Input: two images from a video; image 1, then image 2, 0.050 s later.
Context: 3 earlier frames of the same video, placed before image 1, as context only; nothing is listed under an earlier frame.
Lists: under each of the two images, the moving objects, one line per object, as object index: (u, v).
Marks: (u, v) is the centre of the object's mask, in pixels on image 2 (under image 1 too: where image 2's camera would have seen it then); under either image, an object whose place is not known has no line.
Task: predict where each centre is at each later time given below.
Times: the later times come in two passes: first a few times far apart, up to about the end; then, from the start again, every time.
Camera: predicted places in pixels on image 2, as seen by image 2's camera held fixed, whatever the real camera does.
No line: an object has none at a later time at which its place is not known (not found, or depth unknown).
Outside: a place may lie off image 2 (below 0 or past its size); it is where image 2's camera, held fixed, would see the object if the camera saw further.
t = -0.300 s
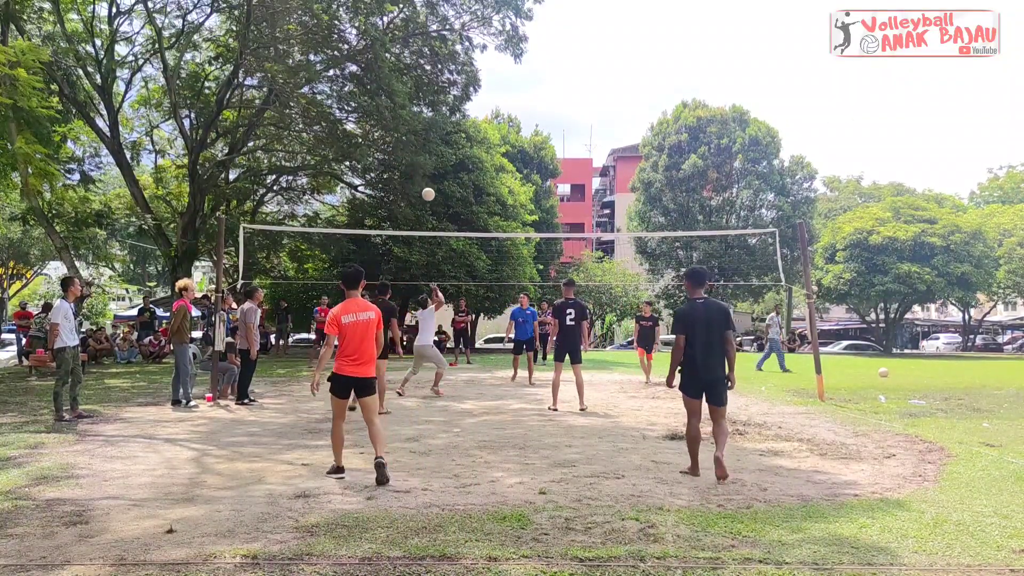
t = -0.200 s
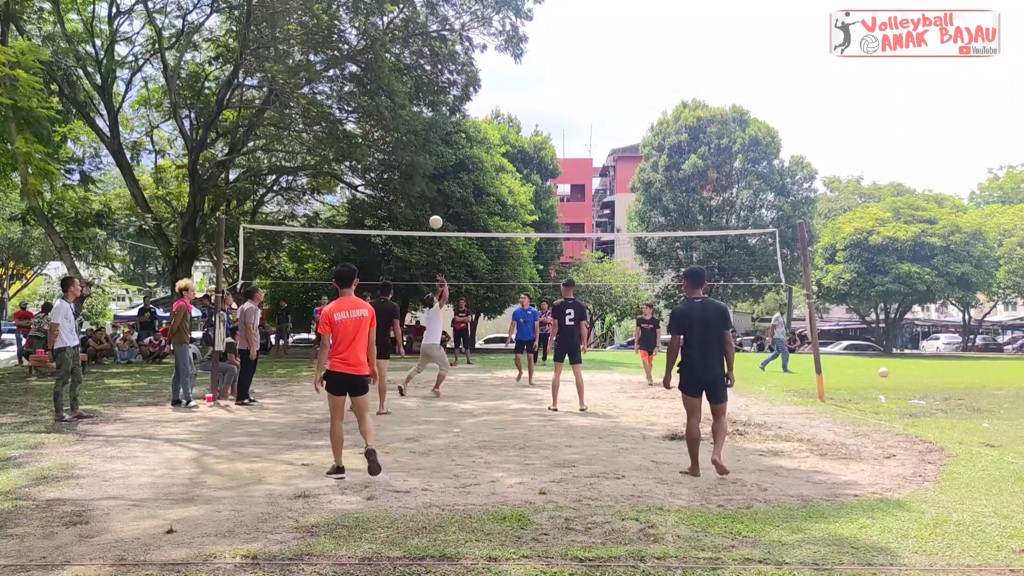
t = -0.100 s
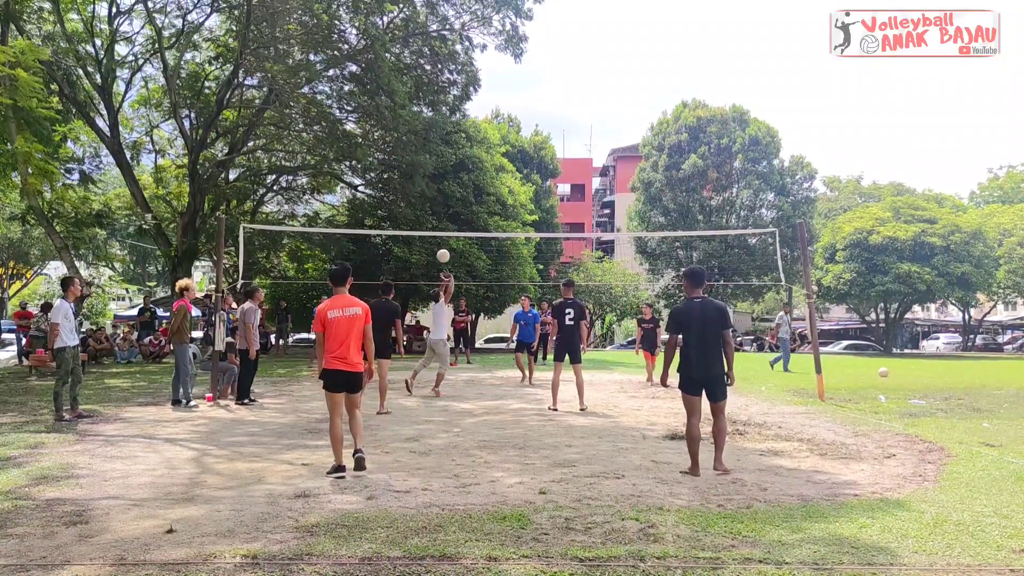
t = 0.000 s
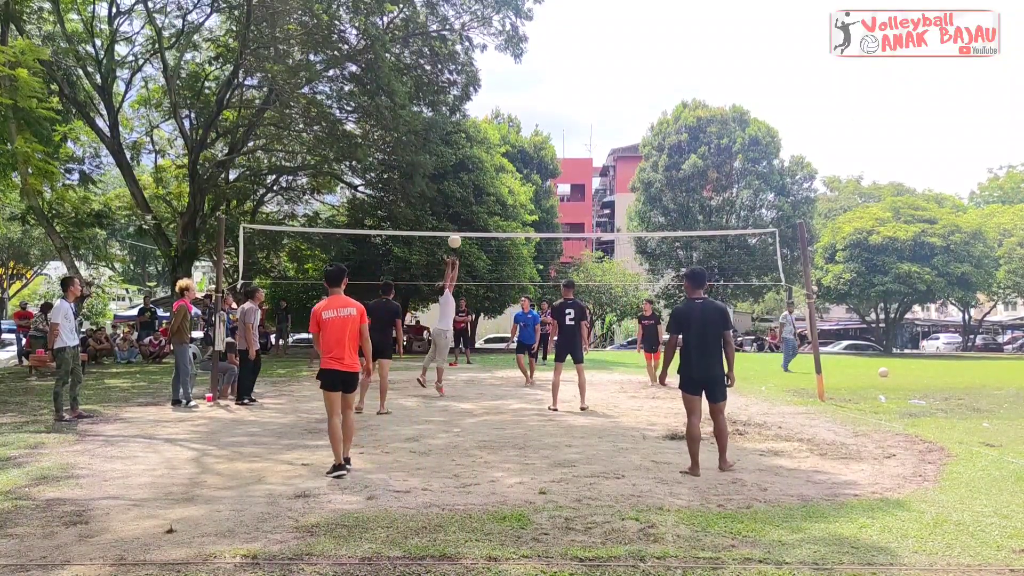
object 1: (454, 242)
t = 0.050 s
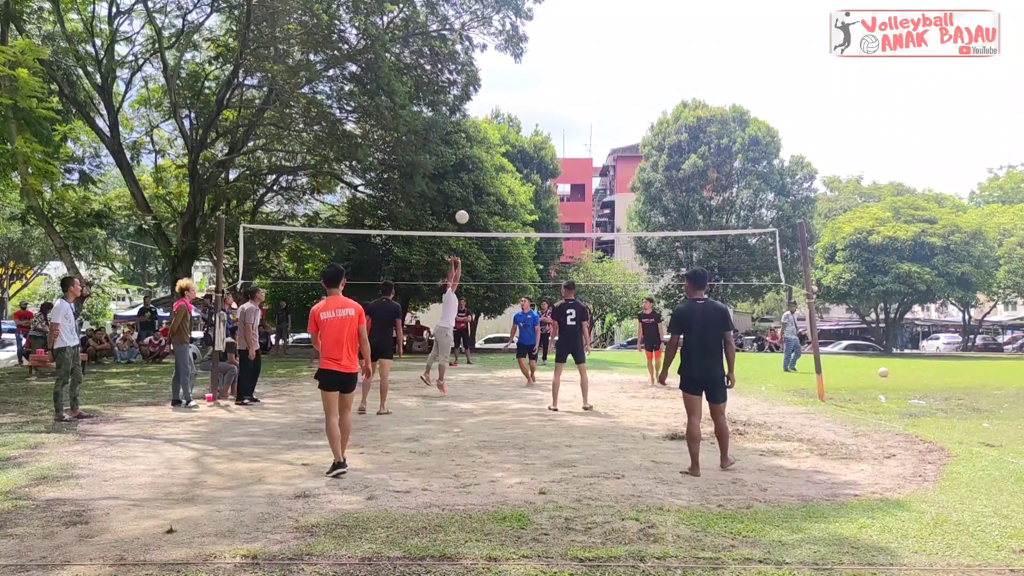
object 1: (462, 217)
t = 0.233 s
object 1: (489, 141)
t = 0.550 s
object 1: (539, 58)
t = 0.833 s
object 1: (584, 36)
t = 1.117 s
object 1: (629, 63)
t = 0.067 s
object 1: (464, 209)
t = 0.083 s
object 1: (467, 202)
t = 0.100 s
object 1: (469, 194)
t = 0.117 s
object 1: (472, 187)
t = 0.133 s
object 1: (474, 180)
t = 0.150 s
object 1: (477, 173)
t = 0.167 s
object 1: (479, 166)
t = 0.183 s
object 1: (482, 160)
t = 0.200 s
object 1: (484, 154)
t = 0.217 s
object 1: (487, 147)
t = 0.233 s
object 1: (489, 141)
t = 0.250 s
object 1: (491, 136)
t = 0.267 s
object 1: (494, 130)
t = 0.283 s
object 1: (497, 124)
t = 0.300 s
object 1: (499, 119)
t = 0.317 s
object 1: (502, 114)
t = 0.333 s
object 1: (504, 109)
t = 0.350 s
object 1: (508, 104)
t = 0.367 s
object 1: (510, 99)
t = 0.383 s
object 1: (513, 94)
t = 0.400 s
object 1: (515, 90)
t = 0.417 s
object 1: (518, 86)
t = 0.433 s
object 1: (521, 82)
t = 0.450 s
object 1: (523, 78)
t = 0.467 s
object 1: (526, 74)
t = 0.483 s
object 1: (528, 71)
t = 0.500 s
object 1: (531, 67)
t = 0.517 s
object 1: (533, 64)
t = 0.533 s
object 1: (536, 61)
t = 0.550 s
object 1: (539, 58)
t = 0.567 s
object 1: (541, 56)
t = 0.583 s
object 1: (544, 53)
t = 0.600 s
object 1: (546, 51)
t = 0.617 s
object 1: (549, 48)
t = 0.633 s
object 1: (552, 46)
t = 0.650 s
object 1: (554, 44)
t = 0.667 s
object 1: (557, 43)
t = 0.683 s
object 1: (560, 41)
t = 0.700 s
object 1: (562, 40)
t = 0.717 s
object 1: (565, 39)
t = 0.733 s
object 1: (568, 38)
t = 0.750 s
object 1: (570, 37)
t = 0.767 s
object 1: (573, 37)
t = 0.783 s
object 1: (576, 36)
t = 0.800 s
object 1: (578, 36)
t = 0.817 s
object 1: (581, 36)
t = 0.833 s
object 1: (584, 36)
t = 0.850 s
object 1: (586, 36)
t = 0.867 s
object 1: (589, 37)
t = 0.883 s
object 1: (592, 37)
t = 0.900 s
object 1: (594, 38)
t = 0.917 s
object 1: (597, 39)
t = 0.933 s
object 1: (599, 40)
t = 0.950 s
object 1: (602, 41)
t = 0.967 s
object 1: (605, 43)
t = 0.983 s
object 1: (607, 44)
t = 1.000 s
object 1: (610, 46)
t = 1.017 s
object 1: (613, 48)
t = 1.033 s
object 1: (615, 50)
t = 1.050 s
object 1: (618, 52)
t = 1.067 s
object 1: (621, 55)
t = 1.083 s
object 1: (624, 57)
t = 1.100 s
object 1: (626, 60)
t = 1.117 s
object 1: (629, 63)
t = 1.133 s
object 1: (632, 67)
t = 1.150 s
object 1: (634, 70)
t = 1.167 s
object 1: (637, 74)
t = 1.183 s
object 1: (639, 77)
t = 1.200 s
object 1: (642, 81)
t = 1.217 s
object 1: (645, 85)
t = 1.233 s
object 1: (647, 90)
